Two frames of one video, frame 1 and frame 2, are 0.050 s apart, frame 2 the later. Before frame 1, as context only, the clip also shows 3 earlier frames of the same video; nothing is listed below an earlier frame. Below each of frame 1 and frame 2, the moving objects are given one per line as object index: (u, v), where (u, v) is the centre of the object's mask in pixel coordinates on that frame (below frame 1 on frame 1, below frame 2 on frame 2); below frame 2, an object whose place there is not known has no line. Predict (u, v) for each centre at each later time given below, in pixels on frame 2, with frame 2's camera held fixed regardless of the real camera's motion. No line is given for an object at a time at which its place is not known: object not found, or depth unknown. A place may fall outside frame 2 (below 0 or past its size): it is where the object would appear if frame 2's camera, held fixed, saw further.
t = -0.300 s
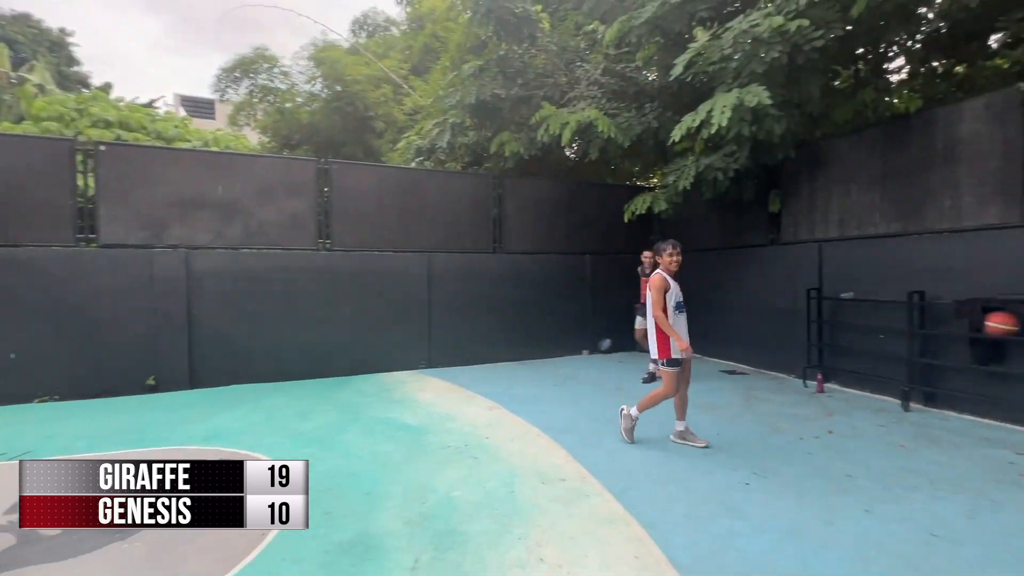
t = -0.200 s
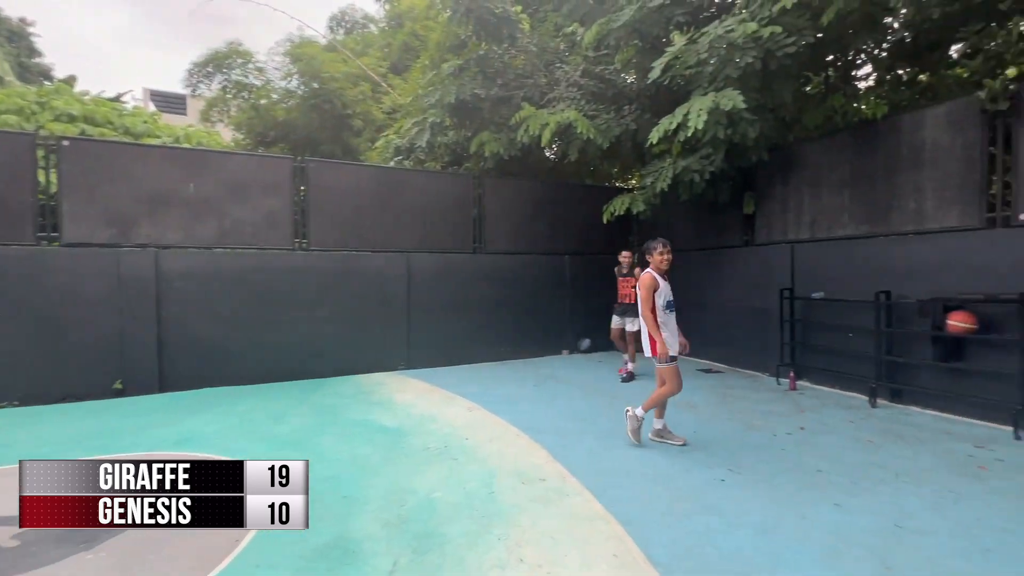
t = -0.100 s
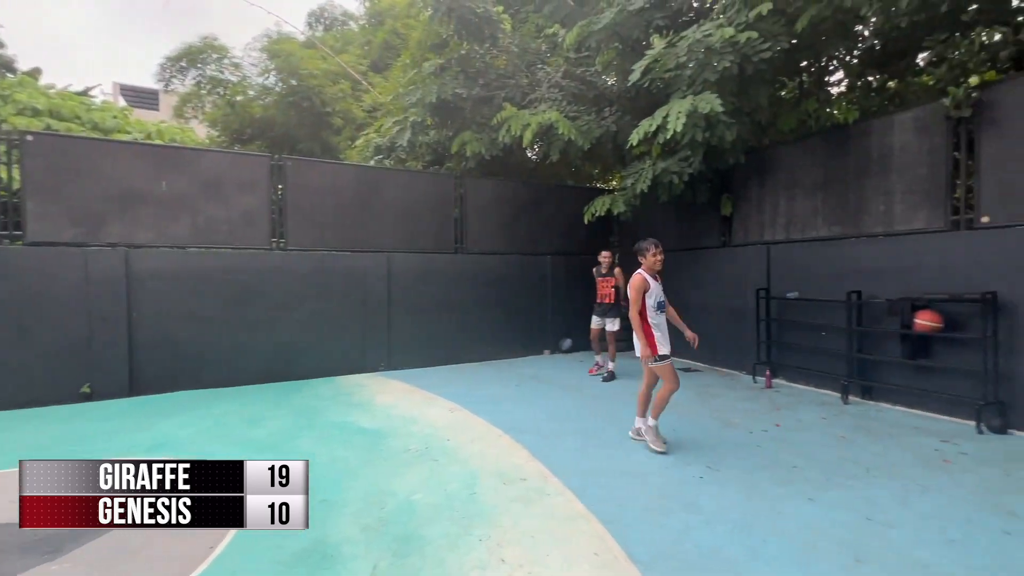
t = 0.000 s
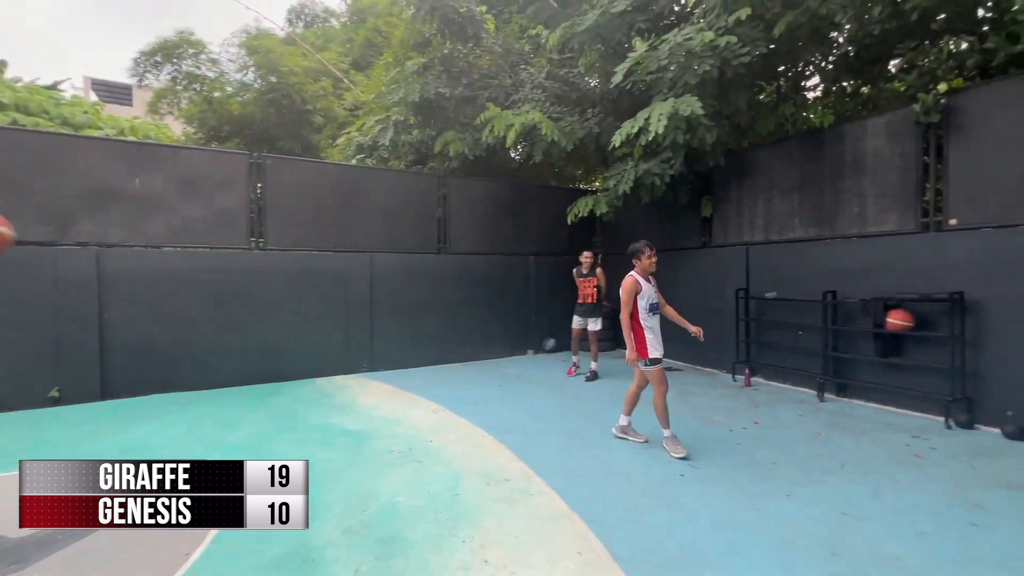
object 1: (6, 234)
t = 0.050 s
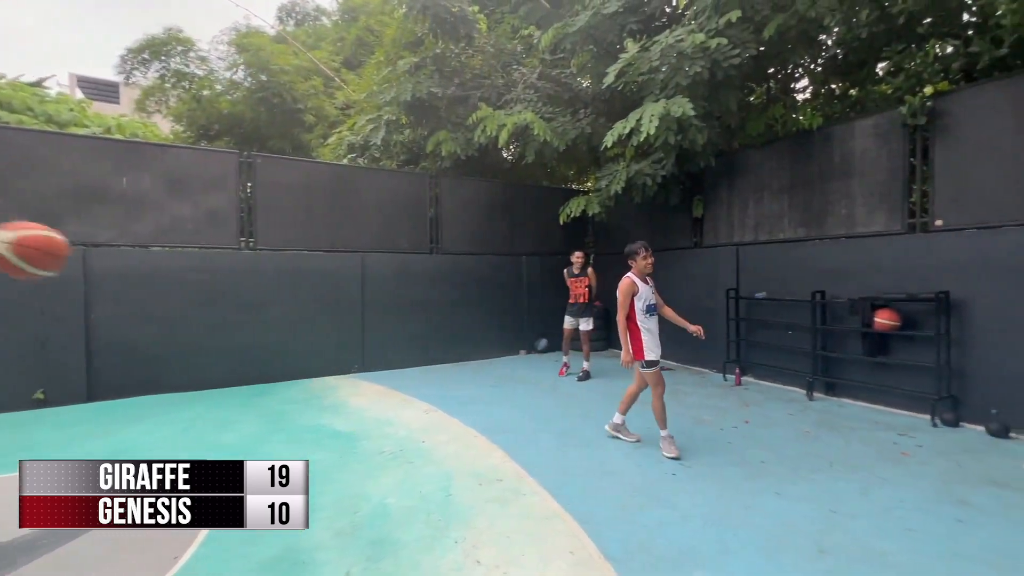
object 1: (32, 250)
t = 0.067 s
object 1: (51, 256)
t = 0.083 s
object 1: (75, 263)
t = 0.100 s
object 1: (99, 271)
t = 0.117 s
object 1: (122, 279)
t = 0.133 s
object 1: (145, 287)
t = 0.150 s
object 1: (167, 296)
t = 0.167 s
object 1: (189, 305)
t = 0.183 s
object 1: (210, 315)
